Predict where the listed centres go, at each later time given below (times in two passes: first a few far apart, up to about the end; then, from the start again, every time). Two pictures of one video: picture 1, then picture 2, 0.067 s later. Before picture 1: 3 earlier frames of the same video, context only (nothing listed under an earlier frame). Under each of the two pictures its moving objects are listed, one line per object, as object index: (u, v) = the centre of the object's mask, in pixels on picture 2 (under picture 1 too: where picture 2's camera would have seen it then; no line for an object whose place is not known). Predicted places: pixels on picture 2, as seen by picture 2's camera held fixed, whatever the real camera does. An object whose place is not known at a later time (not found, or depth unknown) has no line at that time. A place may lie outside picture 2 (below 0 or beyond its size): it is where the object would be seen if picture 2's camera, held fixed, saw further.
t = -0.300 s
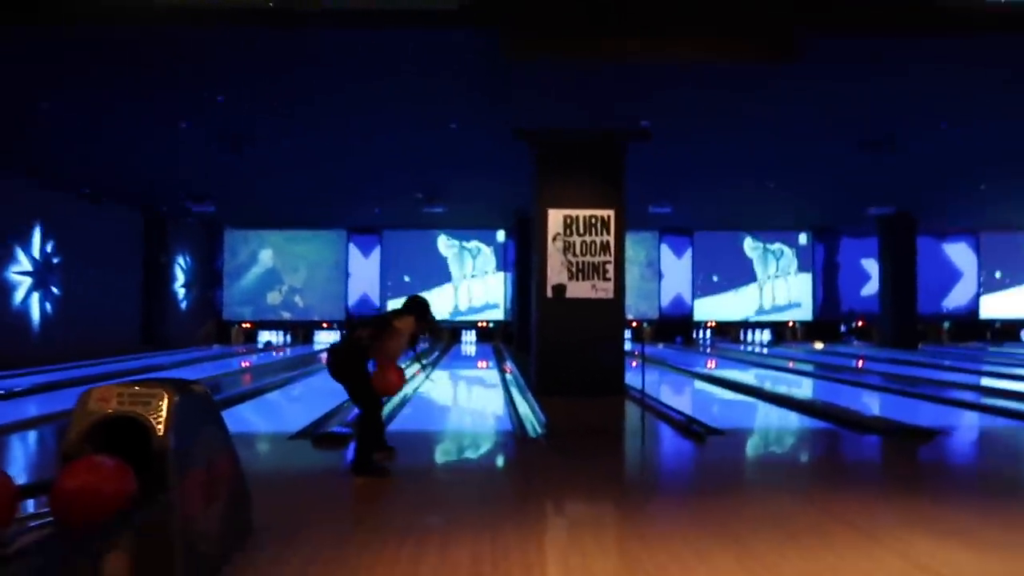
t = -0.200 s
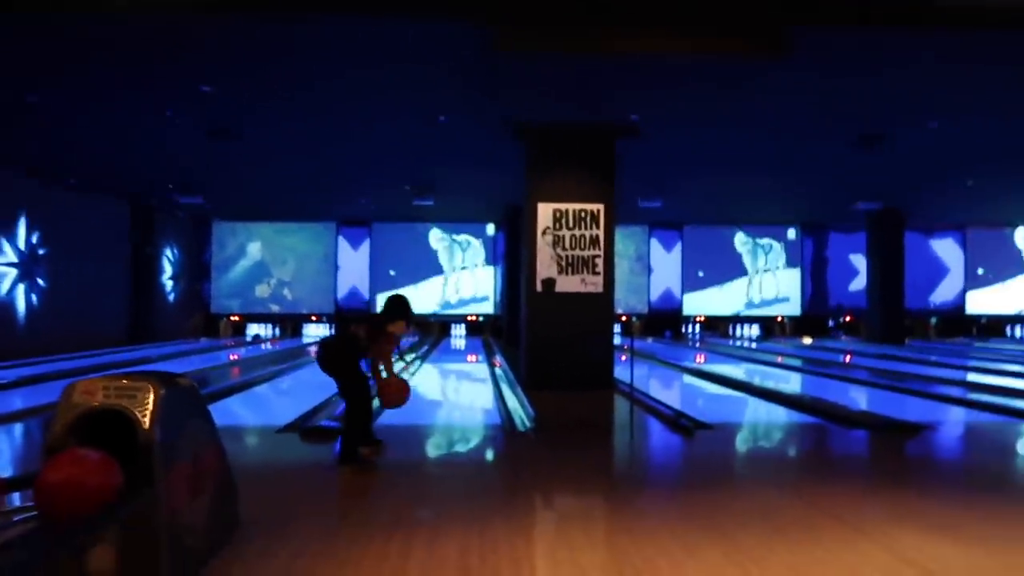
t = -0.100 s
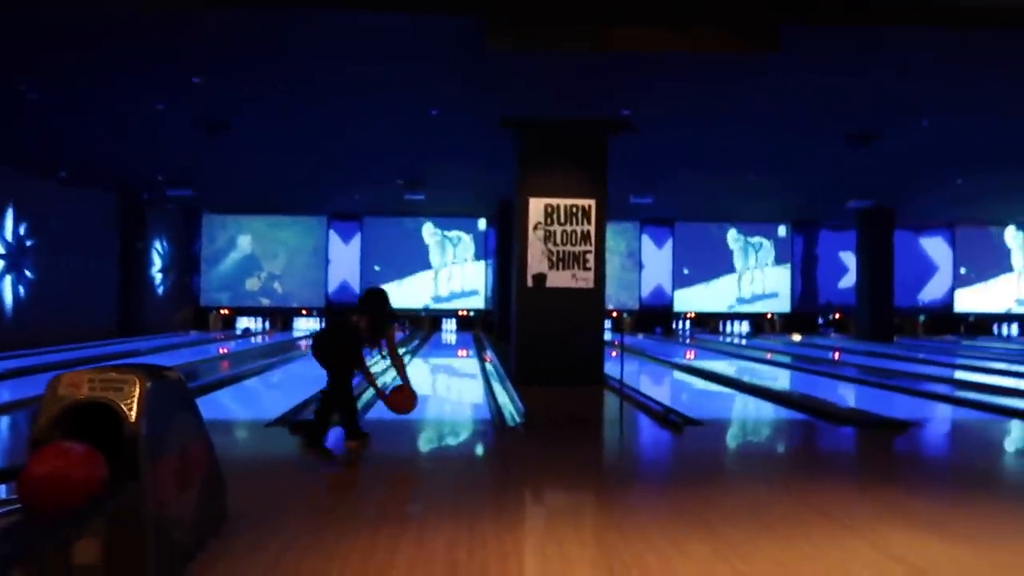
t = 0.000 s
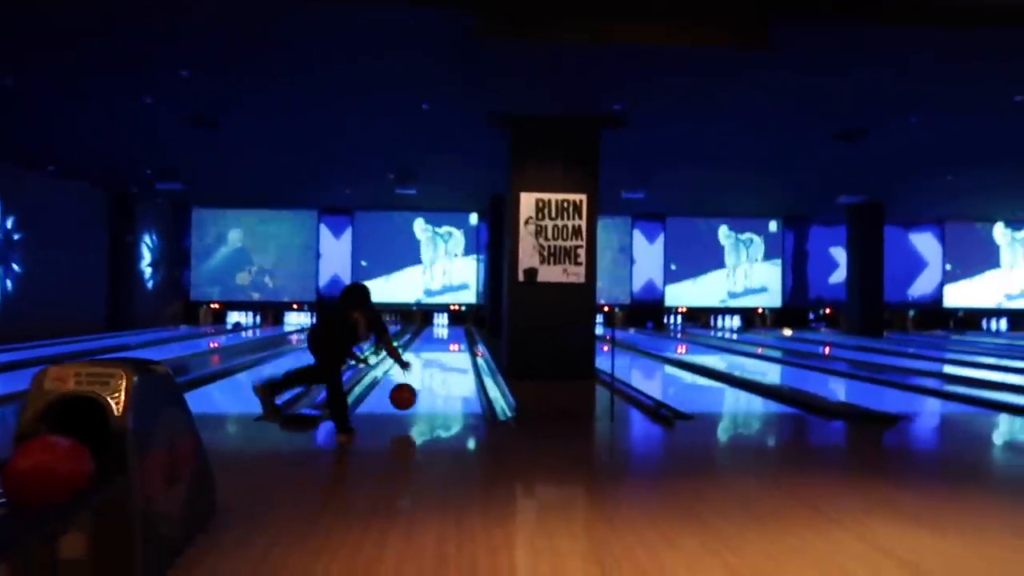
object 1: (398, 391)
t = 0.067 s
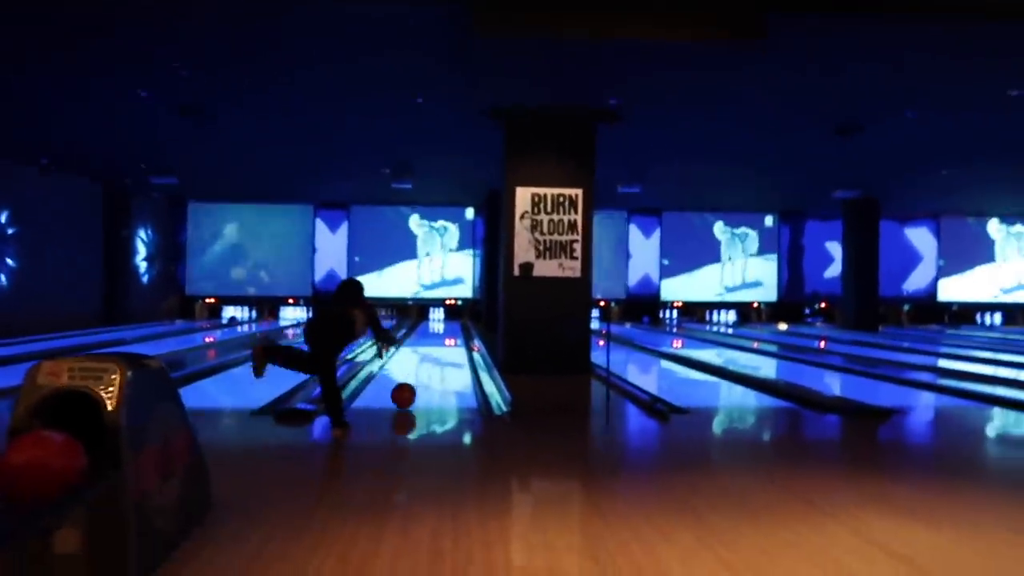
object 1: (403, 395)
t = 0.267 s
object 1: (415, 379)
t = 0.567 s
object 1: (426, 363)
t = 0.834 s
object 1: (432, 353)
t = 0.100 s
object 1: (406, 392)
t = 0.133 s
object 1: (408, 389)
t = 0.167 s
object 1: (410, 387)
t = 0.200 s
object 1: (412, 384)
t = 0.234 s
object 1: (414, 382)
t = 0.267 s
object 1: (415, 379)
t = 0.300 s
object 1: (417, 377)
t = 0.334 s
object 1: (418, 375)
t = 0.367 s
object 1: (420, 373)
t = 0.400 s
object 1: (421, 371)
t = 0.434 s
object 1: (422, 369)
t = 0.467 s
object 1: (423, 367)
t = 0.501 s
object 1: (424, 365)
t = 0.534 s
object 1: (425, 364)
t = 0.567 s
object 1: (426, 363)
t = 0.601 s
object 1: (427, 361)
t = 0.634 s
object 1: (428, 360)
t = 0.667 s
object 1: (429, 358)
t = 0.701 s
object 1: (430, 357)
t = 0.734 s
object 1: (430, 356)
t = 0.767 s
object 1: (431, 355)
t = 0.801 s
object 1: (431, 354)
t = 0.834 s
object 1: (432, 353)
